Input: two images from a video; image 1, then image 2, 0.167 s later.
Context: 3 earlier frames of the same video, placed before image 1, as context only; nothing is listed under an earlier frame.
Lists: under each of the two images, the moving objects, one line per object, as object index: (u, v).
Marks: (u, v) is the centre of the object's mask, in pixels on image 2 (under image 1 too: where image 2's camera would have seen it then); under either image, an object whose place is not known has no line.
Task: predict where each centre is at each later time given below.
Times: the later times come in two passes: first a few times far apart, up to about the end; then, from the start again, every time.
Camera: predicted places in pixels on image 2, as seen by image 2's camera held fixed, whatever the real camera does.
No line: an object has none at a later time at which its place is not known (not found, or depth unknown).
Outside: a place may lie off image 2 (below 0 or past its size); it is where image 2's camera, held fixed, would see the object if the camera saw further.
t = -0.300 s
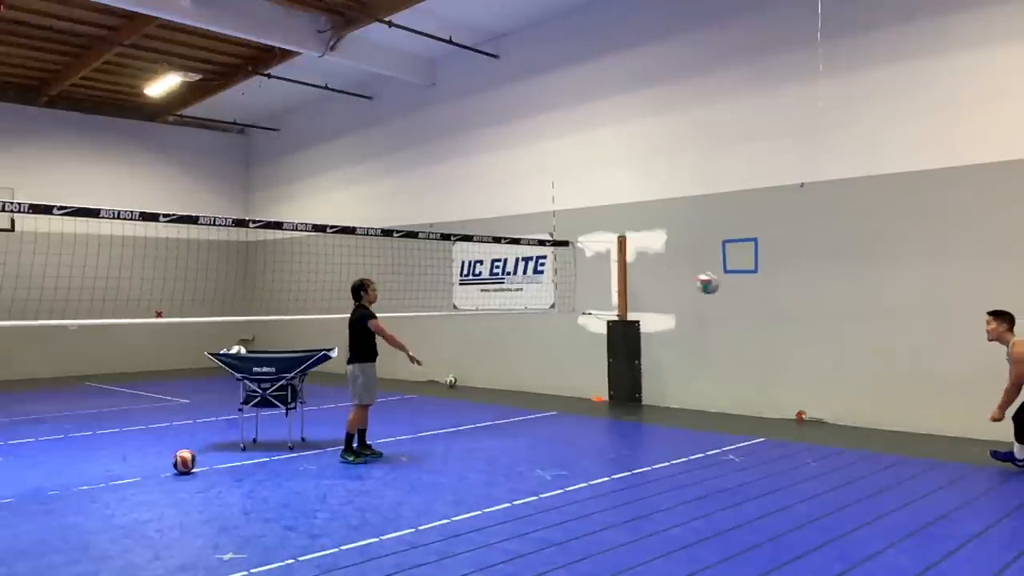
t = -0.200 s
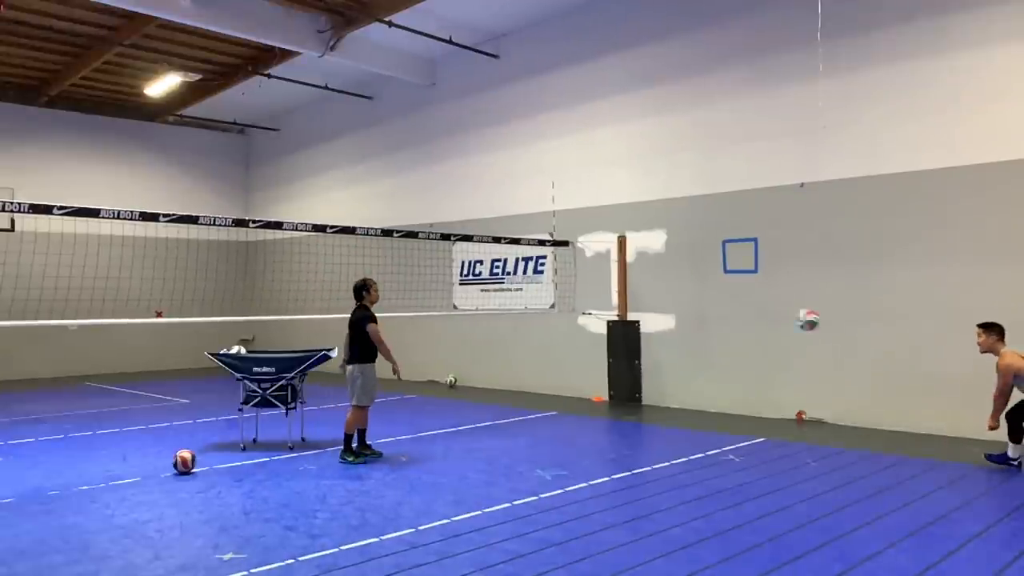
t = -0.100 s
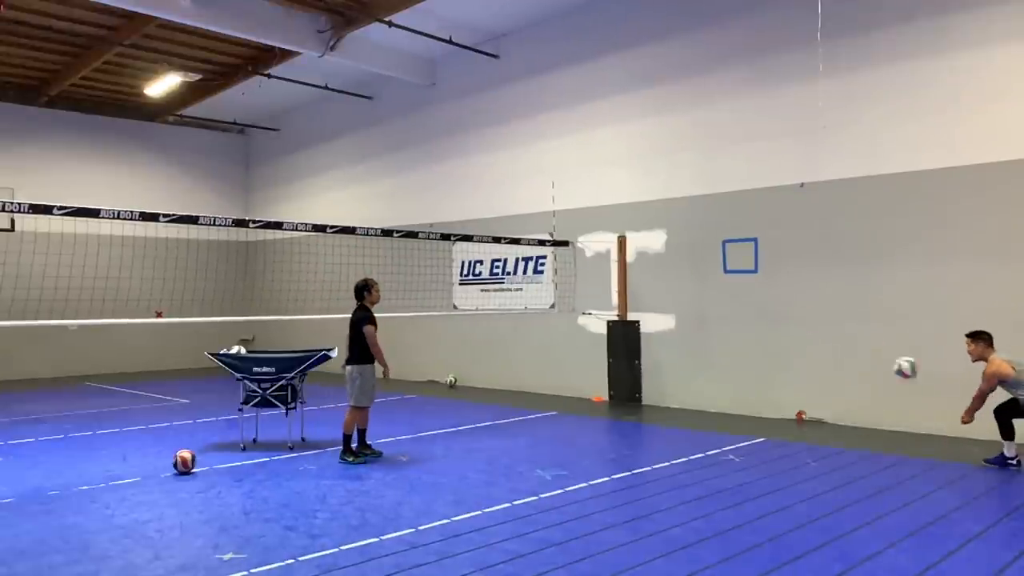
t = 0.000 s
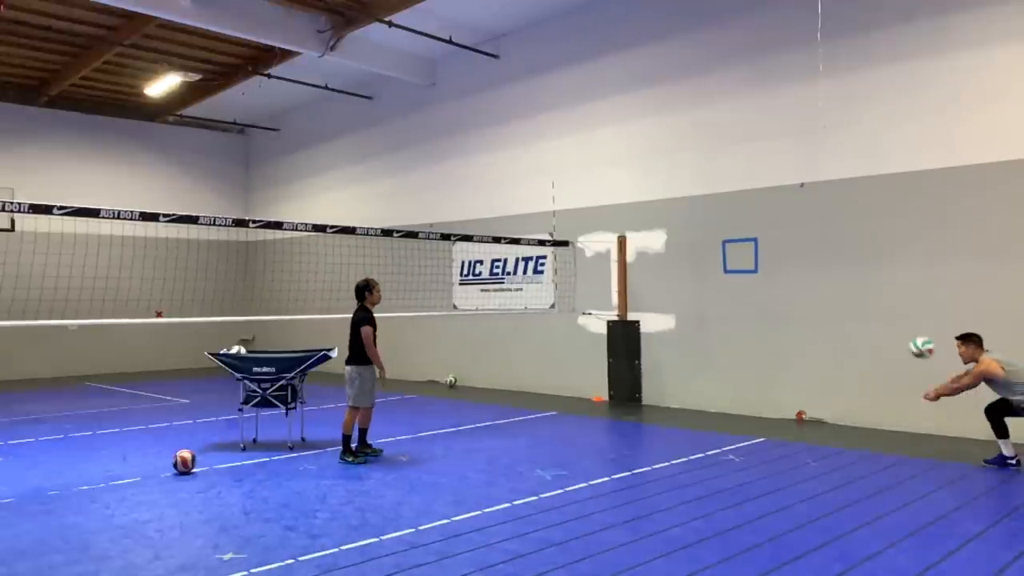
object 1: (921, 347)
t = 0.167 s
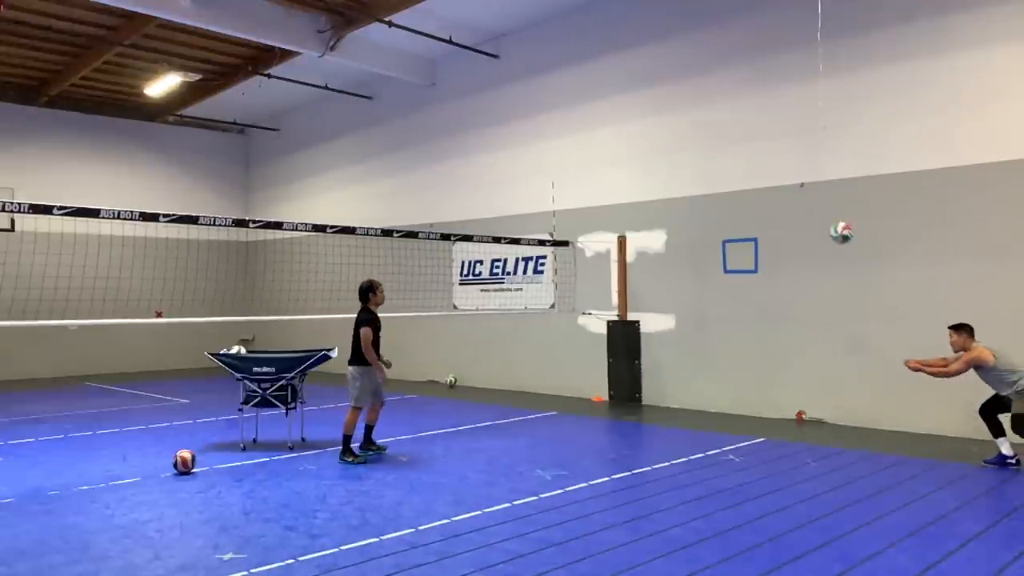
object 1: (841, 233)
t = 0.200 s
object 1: (826, 214)
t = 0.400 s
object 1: (742, 129)
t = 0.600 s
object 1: (666, 86)
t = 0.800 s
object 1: (595, 79)
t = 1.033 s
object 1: (518, 116)
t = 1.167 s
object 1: (478, 155)
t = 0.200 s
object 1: (826, 214)
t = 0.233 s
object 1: (811, 197)
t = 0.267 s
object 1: (797, 181)
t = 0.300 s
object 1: (783, 166)
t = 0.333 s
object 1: (768, 152)
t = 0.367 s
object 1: (756, 140)
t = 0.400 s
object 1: (742, 129)
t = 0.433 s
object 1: (728, 119)
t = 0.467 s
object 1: (715, 111)
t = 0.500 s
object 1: (703, 103)
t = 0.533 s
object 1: (690, 96)
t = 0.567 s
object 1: (677, 90)
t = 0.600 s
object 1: (666, 86)
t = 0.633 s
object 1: (652, 82)
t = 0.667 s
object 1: (642, 80)
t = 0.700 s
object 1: (630, 78)
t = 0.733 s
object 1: (618, 78)
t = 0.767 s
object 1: (606, 78)
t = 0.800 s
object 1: (595, 79)
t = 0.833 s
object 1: (583, 82)
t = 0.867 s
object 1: (573, 85)
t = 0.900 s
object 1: (562, 89)
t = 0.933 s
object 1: (550, 95)
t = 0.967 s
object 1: (539, 101)
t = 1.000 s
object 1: (529, 107)
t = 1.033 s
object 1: (518, 116)
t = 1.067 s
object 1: (508, 124)
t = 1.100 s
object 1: (498, 133)
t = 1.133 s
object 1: (487, 144)
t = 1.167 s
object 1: (478, 155)
